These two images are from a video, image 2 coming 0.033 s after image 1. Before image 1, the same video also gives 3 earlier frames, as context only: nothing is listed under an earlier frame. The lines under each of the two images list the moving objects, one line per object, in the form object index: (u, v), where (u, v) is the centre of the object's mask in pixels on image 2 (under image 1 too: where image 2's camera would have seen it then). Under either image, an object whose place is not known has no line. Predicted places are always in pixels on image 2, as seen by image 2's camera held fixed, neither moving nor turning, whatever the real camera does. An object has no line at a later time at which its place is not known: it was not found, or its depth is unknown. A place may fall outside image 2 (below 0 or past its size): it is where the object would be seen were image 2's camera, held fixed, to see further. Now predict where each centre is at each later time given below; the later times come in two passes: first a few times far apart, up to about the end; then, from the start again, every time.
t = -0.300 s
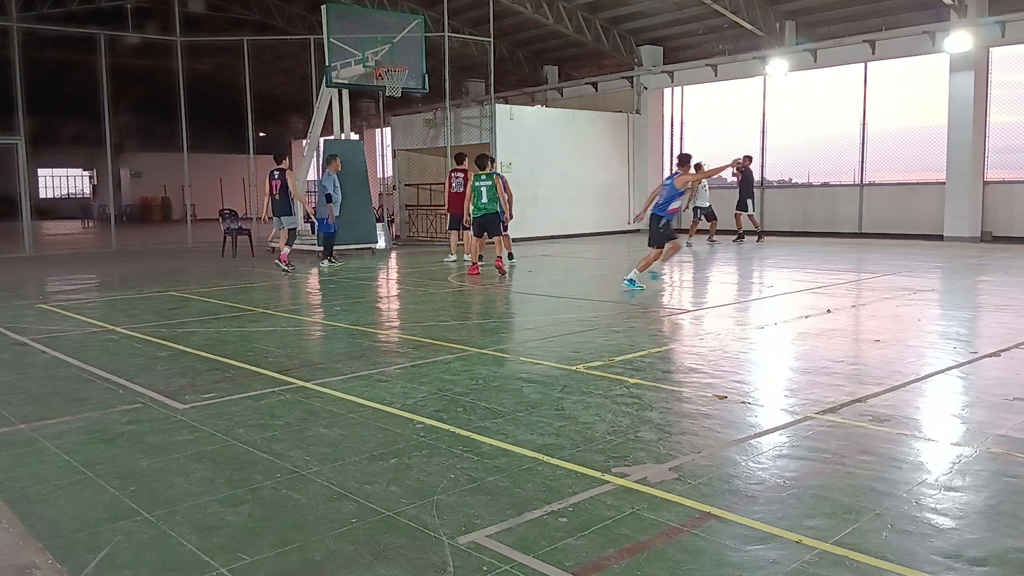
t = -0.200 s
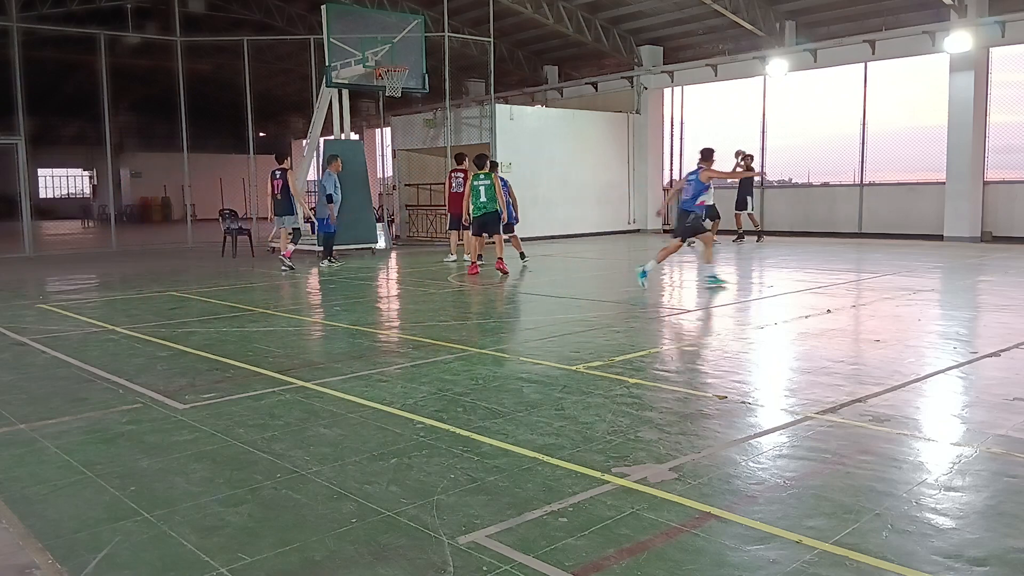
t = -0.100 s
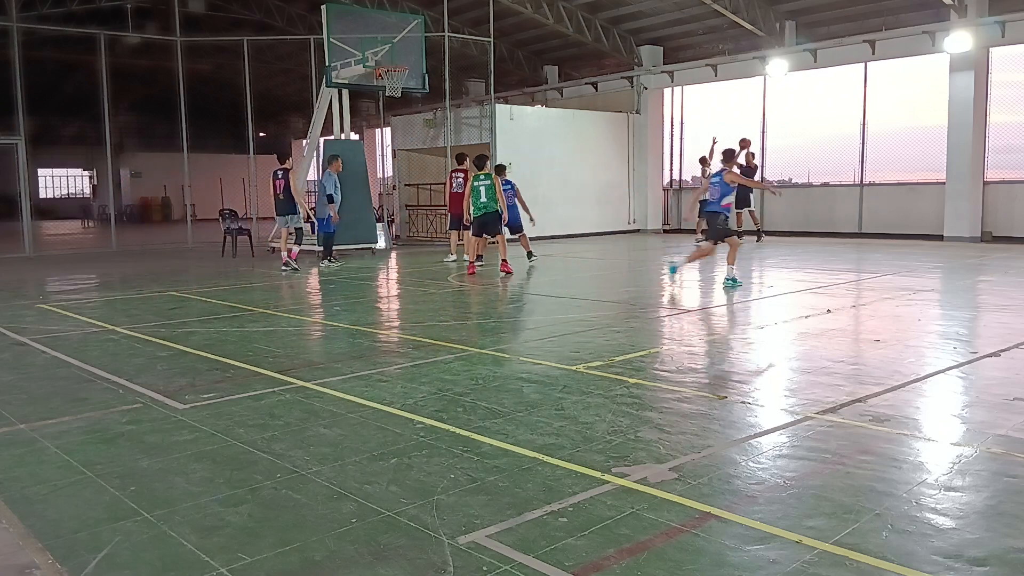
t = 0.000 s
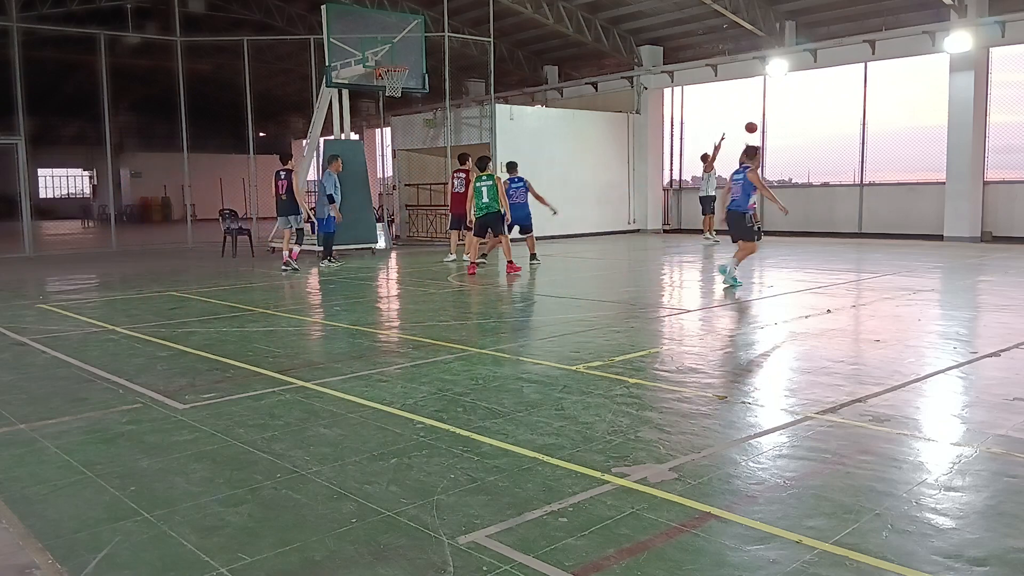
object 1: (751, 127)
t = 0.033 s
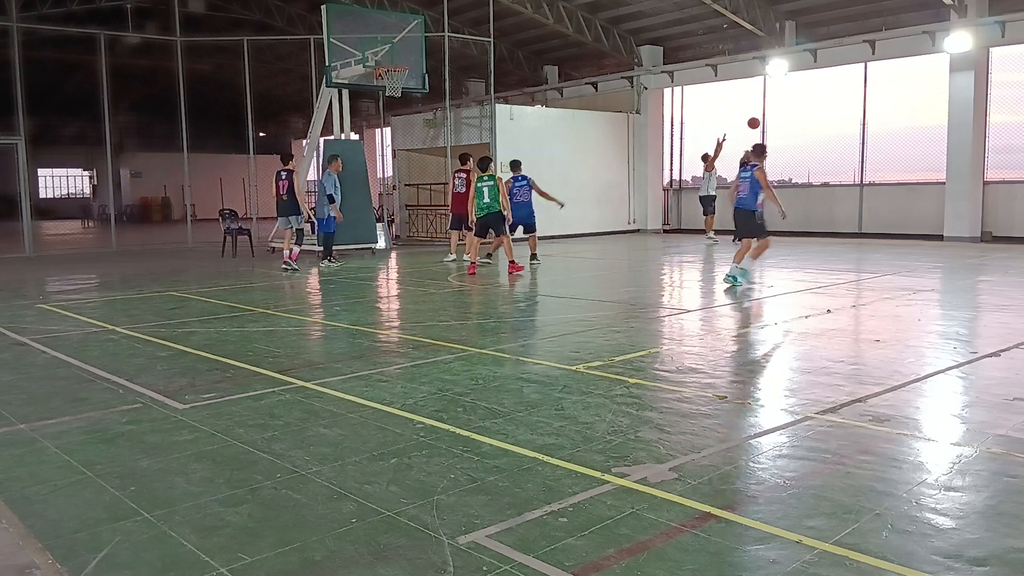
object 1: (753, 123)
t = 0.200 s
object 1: (768, 107)
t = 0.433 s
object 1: (792, 109)
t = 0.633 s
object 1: (816, 141)
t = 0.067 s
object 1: (756, 119)
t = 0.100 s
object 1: (759, 115)
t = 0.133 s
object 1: (762, 112)
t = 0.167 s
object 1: (765, 109)
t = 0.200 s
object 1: (768, 107)
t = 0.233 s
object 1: (771, 106)
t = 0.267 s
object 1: (774, 105)
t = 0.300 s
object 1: (778, 104)
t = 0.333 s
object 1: (781, 104)
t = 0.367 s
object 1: (784, 105)
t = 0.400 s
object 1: (788, 107)
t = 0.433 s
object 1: (792, 109)
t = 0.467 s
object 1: (795, 112)
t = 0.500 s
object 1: (799, 116)
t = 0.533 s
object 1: (803, 121)
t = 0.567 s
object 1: (808, 127)
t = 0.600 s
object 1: (812, 134)
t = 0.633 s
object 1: (816, 141)
